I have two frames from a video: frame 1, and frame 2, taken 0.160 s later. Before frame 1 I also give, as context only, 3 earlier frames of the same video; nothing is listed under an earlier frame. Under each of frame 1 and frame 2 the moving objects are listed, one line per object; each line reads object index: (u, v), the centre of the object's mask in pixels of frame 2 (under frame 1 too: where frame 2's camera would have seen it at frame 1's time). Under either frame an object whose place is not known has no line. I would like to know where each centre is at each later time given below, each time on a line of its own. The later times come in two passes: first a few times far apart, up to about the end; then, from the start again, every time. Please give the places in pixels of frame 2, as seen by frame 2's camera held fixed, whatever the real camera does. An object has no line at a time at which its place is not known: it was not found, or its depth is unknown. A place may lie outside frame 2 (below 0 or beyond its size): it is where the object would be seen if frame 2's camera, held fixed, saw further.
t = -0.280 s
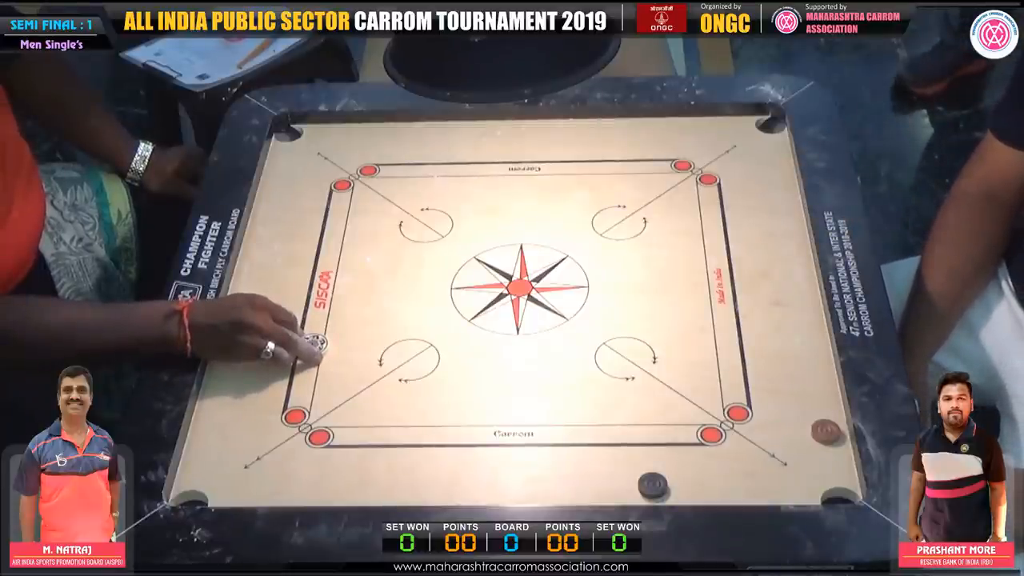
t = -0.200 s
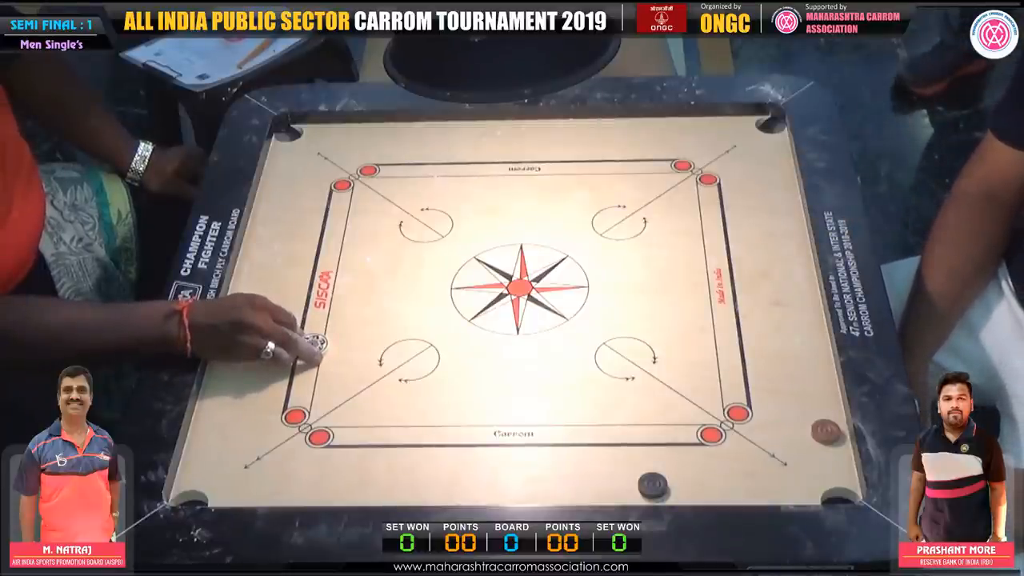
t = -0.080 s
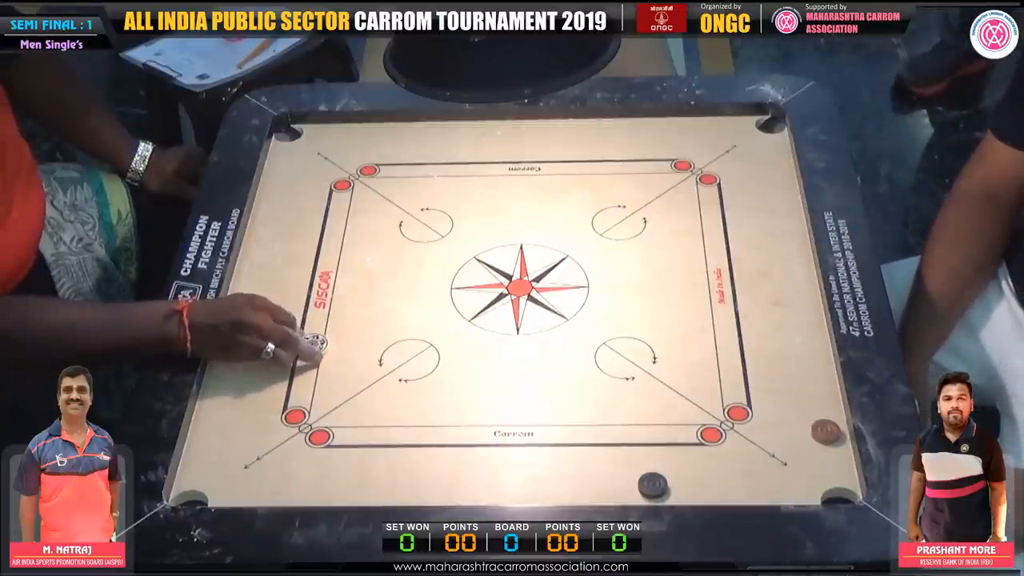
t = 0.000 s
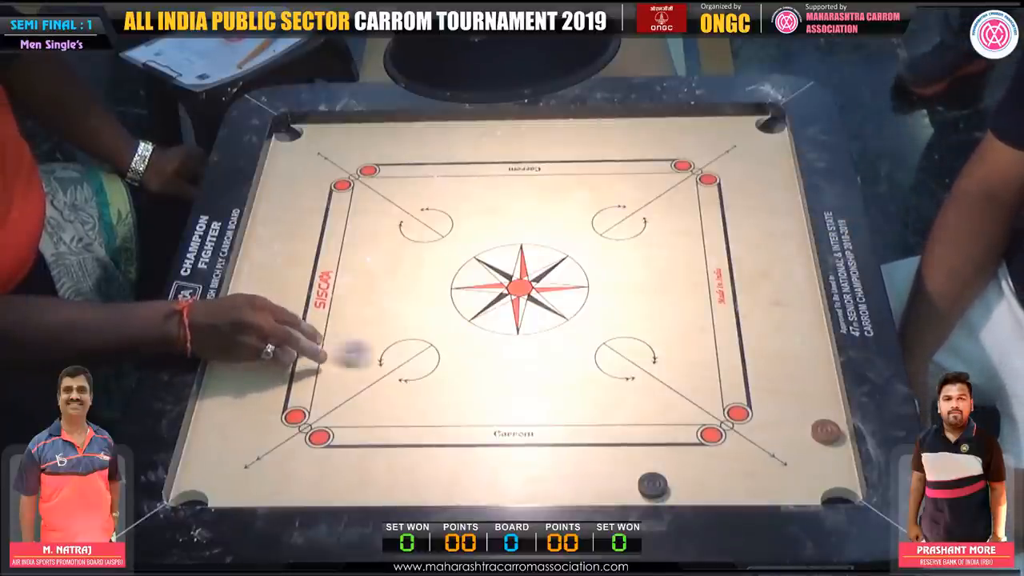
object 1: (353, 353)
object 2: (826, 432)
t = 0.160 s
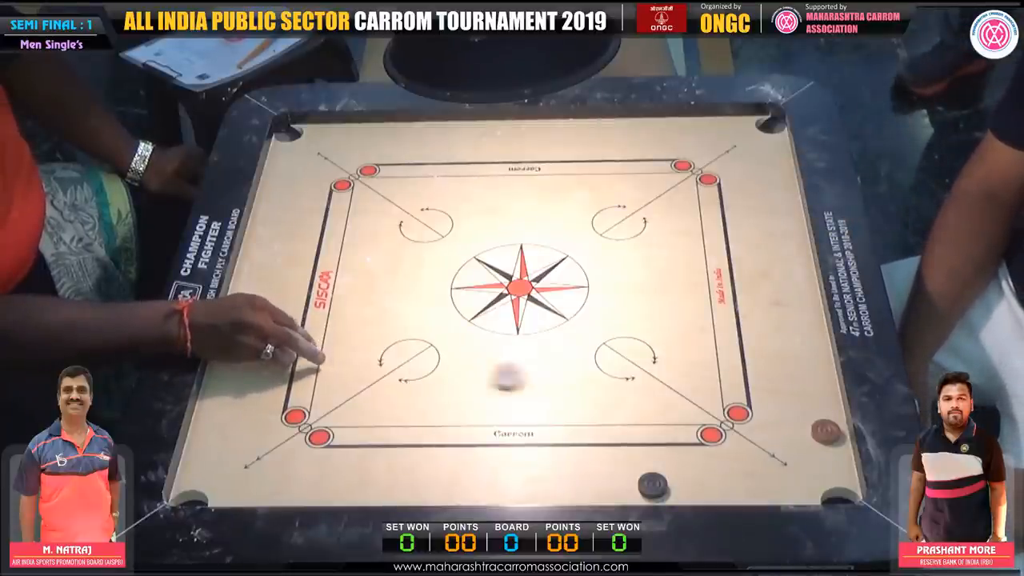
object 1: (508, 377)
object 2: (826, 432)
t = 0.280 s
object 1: (612, 391)
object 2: (826, 432)
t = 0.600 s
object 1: (815, 417)
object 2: (820, 448)
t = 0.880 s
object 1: (820, 408)
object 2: (774, 498)
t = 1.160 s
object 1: (820, 408)
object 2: (772, 497)
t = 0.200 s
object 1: (545, 382)
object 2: (826, 432)
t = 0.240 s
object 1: (579, 386)
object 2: (826, 432)
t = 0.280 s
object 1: (612, 391)
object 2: (826, 432)
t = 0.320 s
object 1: (646, 396)
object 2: (826, 432)
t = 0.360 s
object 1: (677, 401)
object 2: (825, 432)
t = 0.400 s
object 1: (705, 406)
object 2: (826, 432)
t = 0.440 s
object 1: (734, 409)
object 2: (826, 432)
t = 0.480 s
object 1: (762, 414)
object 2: (826, 432)
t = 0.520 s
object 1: (787, 417)
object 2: (826, 432)
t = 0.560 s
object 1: (804, 418)
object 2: (832, 437)
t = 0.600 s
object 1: (815, 417)
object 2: (820, 448)
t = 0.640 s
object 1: (821, 415)
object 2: (811, 461)
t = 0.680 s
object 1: (826, 413)
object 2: (802, 473)
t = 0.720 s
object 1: (825, 411)
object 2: (795, 483)
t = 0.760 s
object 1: (823, 409)
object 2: (789, 492)
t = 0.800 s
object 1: (821, 409)
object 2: (783, 497)
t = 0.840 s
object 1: (821, 408)
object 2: (778, 500)
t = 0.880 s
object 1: (820, 408)
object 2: (774, 498)
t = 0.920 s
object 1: (820, 408)
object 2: (773, 498)
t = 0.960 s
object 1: (820, 408)
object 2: (772, 498)
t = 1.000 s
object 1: (820, 408)
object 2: (772, 497)
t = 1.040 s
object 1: (820, 408)
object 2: (772, 497)
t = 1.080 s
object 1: (820, 408)
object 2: (772, 497)
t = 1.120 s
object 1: (820, 408)
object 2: (772, 497)
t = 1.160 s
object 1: (820, 408)
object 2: (772, 497)
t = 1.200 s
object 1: (820, 408)
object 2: (772, 497)
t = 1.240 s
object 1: (820, 408)
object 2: (772, 497)
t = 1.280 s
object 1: (820, 408)
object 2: (772, 497)
